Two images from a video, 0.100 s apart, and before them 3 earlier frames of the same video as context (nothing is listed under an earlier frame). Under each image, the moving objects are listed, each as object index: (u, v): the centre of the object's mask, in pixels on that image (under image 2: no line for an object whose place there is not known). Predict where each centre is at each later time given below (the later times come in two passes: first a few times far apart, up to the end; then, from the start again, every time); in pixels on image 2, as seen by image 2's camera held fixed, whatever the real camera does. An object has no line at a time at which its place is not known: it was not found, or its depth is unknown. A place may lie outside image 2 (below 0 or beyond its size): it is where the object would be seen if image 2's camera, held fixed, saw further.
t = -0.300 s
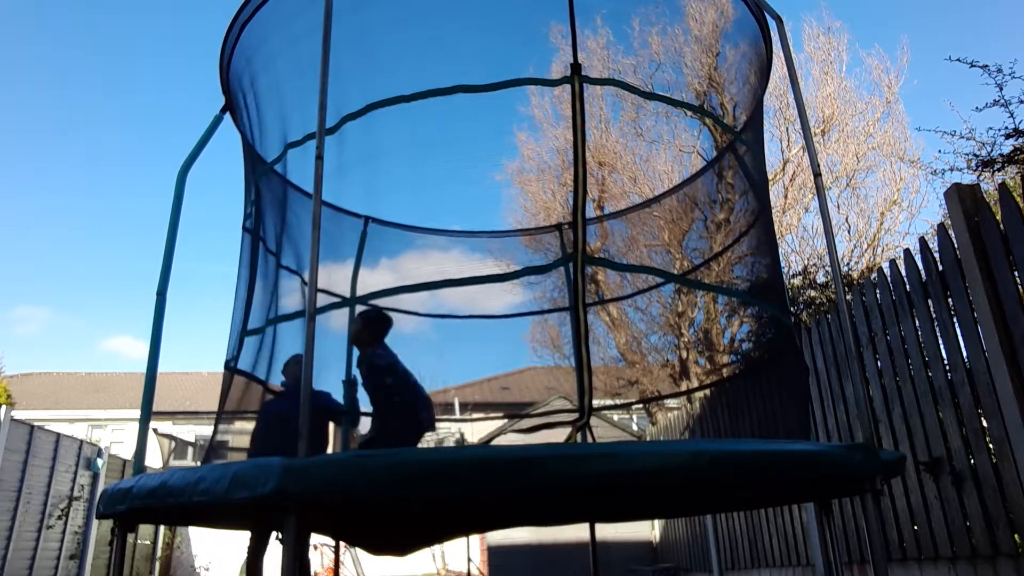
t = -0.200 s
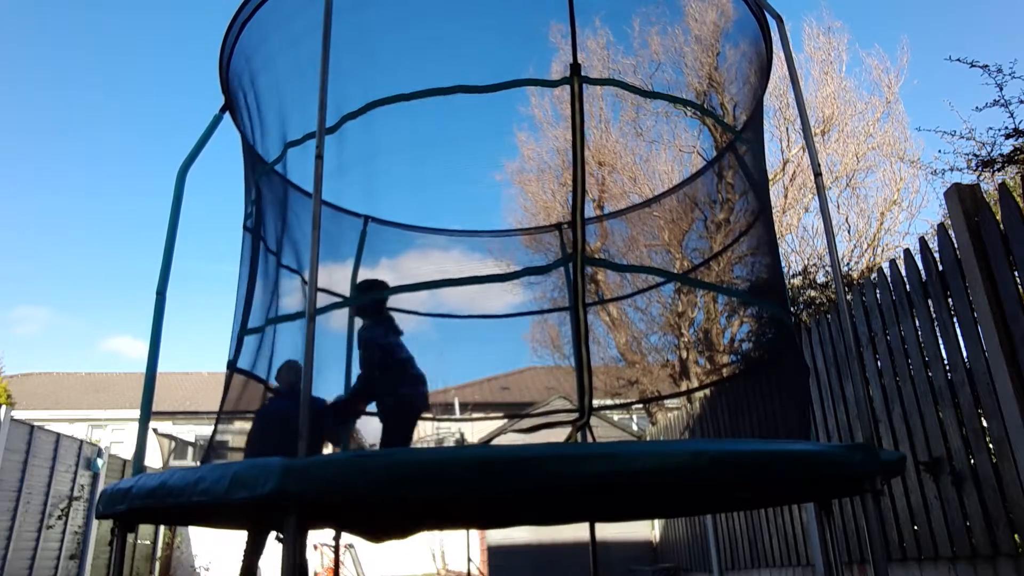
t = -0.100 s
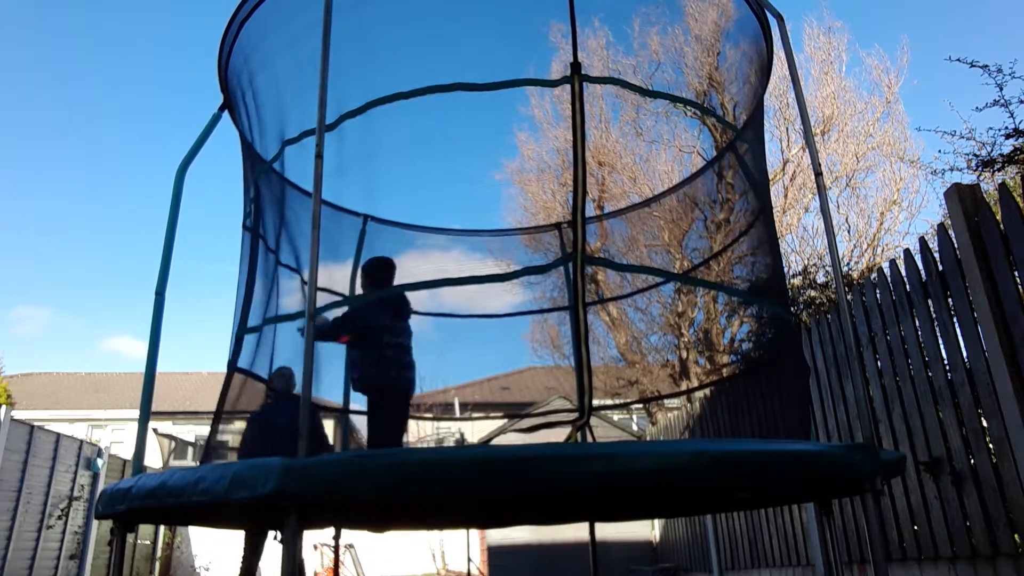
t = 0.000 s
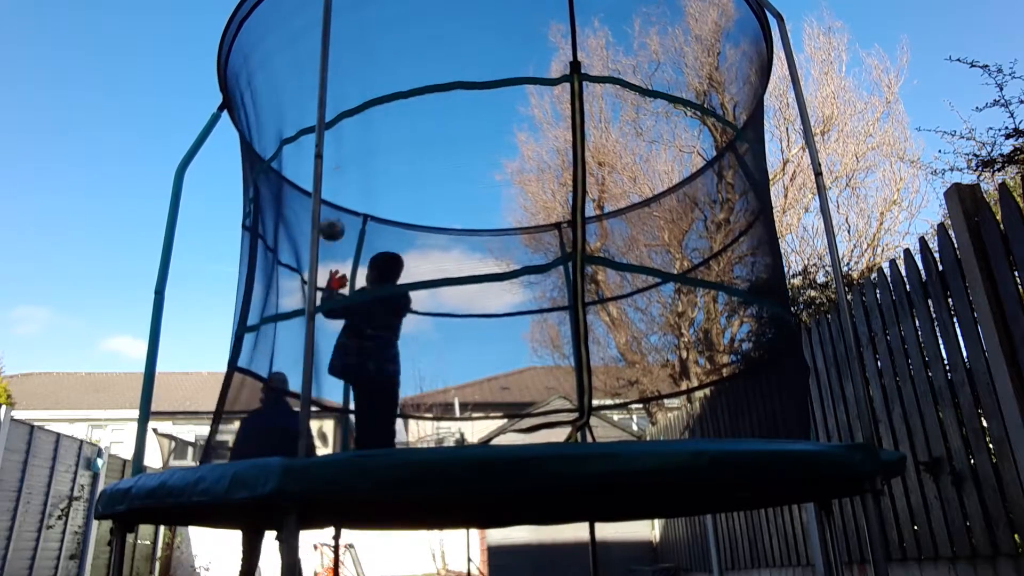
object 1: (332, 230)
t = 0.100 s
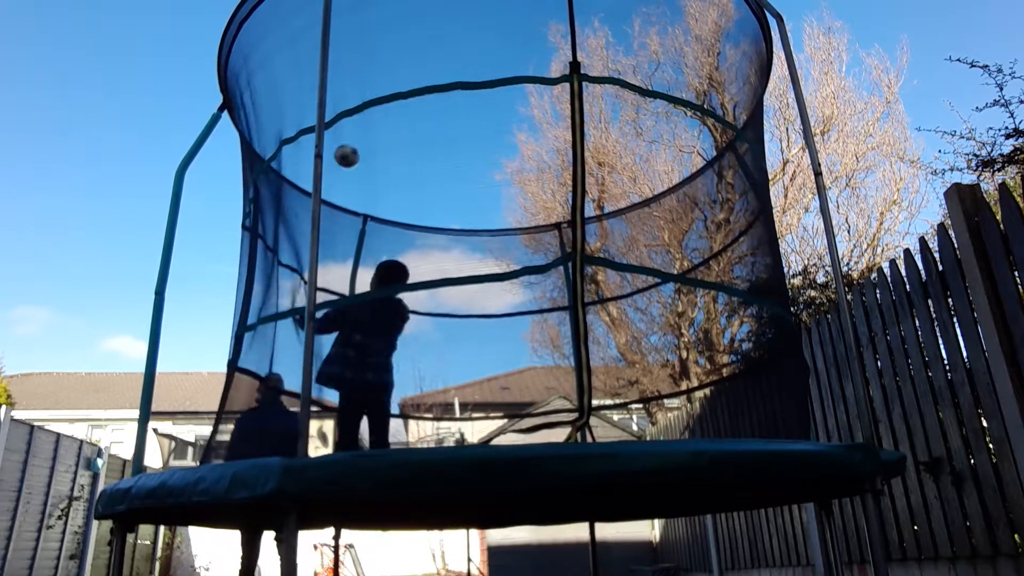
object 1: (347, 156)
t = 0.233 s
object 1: (364, 89)
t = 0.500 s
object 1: (392, 40)
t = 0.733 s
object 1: (411, 69)
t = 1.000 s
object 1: (431, 175)
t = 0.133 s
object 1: (352, 136)
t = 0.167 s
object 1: (357, 121)
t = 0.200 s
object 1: (360, 102)
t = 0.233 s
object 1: (364, 89)
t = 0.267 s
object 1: (368, 77)
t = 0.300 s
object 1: (372, 67)
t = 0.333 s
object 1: (375, 59)
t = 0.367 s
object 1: (379, 53)
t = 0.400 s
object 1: (382, 48)
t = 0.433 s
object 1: (385, 44)
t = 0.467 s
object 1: (389, 42)
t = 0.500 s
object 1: (392, 40)
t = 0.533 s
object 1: (395, 41)
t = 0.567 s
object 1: (398, 42)
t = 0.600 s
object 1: (401, 45)
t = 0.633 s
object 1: (403, 49)
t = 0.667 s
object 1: (406, 55)
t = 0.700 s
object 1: (409, 61)
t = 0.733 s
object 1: (411, 69)
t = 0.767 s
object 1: (414, 77)
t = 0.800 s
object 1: (416, 84)
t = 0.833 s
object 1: (420, 101)
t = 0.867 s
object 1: (422, 111)
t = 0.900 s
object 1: (424, 125)
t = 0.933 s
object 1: (426, 141)
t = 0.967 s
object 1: (429, 157)
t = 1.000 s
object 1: (431, 175)
